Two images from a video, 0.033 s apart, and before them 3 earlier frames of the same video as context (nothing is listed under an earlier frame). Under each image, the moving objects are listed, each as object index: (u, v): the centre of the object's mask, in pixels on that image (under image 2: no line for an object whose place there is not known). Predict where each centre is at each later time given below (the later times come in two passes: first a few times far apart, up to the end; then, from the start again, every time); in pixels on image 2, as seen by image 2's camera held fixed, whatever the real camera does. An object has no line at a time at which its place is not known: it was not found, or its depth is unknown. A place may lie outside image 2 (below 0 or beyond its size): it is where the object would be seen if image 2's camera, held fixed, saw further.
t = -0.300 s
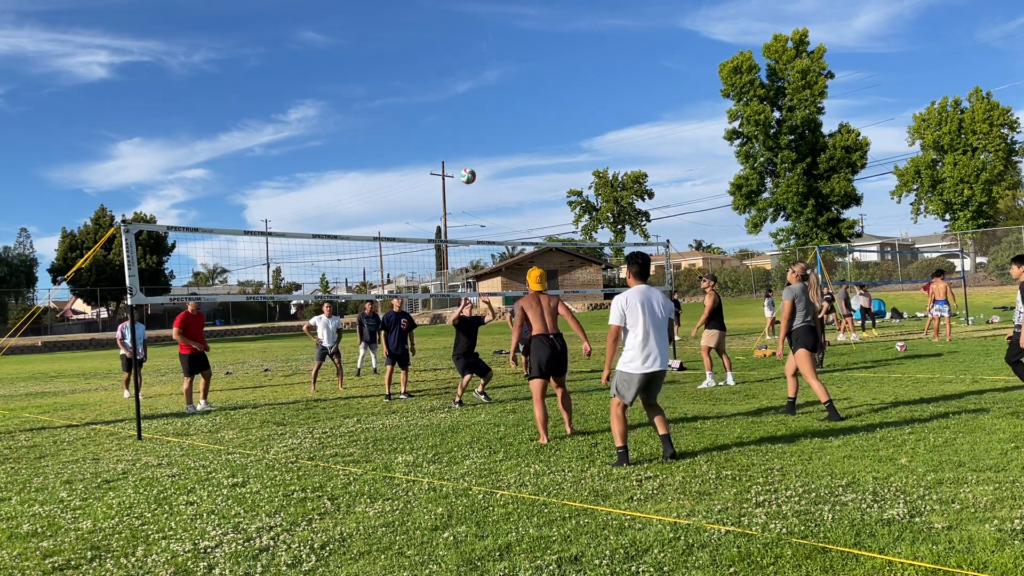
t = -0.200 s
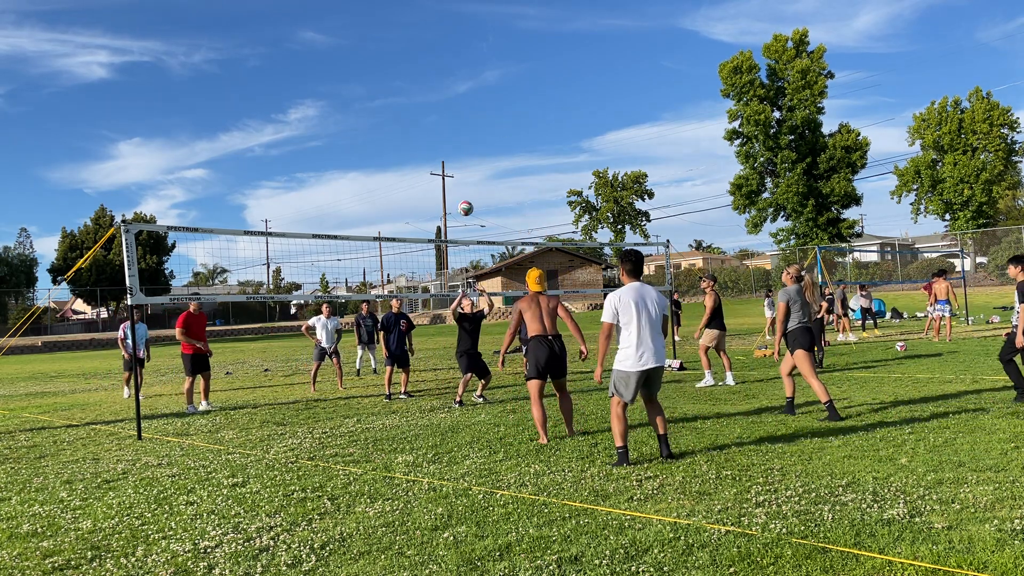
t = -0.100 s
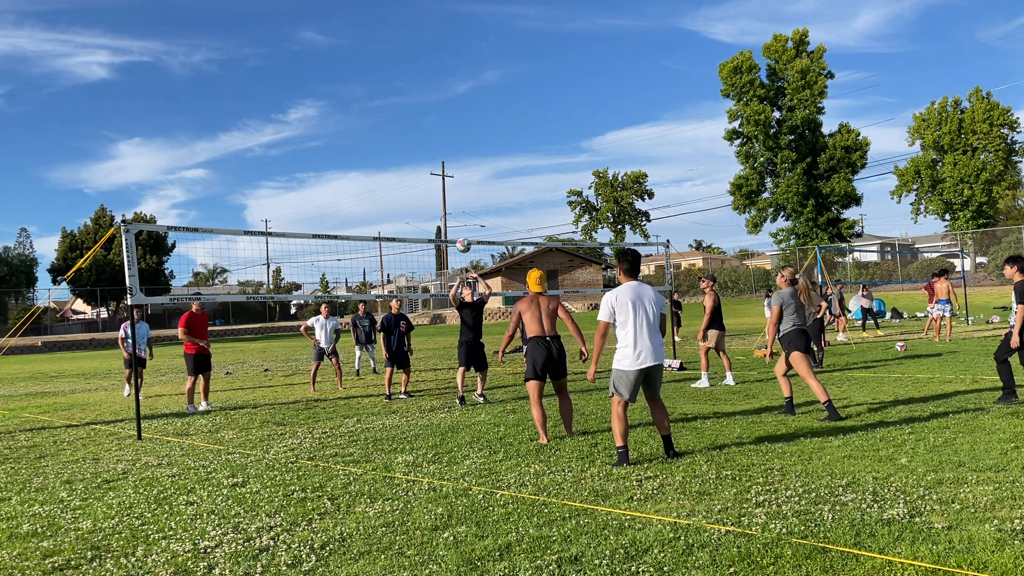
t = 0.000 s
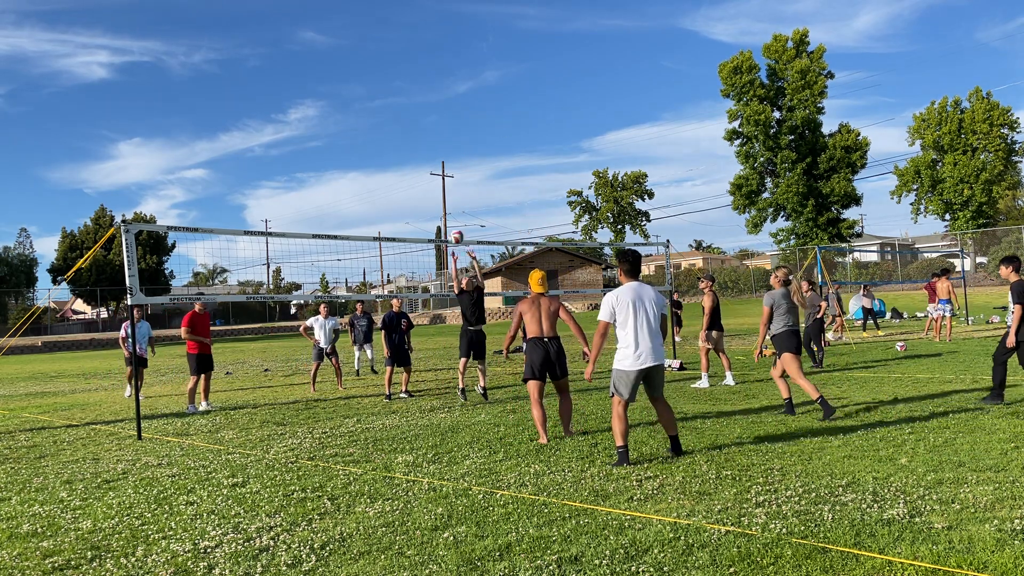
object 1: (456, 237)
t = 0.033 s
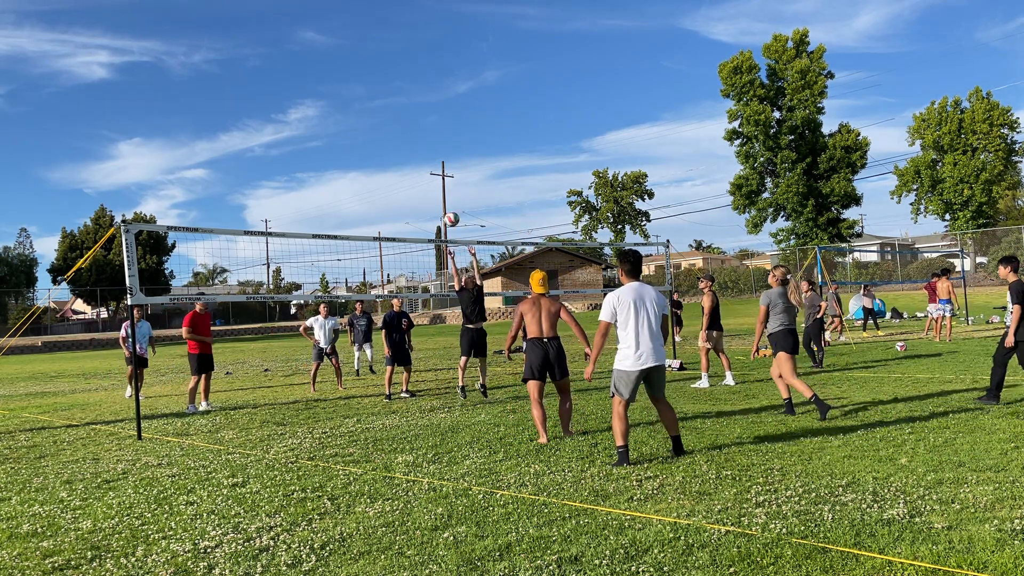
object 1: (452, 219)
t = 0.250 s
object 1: (426, 122)
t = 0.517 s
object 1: (398, 53)
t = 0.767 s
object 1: (375, 33)
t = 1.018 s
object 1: (356, 55)
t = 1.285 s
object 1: (340, 124)
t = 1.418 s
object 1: (332, 175)
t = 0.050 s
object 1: (450, 210)
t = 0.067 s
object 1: (448, 202)
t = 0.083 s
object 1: (446, 193)
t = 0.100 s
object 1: (443, 186)
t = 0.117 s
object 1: (442, 178)
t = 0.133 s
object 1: (440, 170)
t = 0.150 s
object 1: (438, 163)
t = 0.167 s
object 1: (436, 155)
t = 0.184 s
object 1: (434, 148)
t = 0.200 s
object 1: (432, 142)
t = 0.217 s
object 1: (430, 135)
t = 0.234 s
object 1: (428, 129)
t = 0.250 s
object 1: (426, 122)
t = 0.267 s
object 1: (425, 117)
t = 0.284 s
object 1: (423, 111)
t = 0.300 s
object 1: (421, 105)
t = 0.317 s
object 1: (419, 100)
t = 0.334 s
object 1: (417, 95)
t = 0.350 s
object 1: (415, 90)
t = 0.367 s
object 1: (414, 86)
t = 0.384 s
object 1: (412, 81)
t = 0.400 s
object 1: (410, 77)
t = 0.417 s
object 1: (408, 73)
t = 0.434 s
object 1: (406, 69)
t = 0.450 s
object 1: (405, 65)
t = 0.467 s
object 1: (403, 62)
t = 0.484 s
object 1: (401, 59)
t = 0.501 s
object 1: (400, 55)
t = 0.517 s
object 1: (398, 53)
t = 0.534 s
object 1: (396, 50)
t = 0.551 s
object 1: (395, 48)
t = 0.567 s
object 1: (393, 45)
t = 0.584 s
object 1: (392, 43)
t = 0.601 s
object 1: (390, 41)
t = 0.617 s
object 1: (389, 39)
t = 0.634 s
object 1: (387, 38)
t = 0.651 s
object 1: (386, 37)
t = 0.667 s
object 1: (384, 36)
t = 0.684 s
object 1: (383, 34)
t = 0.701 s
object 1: (381, 34)
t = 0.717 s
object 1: (380, 33)
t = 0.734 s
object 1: (378, 33)
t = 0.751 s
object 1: (377, 33)
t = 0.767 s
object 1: (375, 33)
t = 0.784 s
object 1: (374, 33)
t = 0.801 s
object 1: (373, 33)
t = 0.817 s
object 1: (371, 34)
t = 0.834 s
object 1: (370, 34)
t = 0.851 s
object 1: (368, 35)
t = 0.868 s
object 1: (367, 37)
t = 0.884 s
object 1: (366, 38)
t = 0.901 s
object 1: (365, 39)
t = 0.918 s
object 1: (363, 41)
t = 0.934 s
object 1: (362, 43)
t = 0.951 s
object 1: (361, 45)
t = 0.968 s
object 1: (360, 47)
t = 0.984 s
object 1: (358, 49)
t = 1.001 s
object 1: (357, 52)
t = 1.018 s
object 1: (356, 55)
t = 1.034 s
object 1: (355, 58)
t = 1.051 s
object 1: (354, 61)
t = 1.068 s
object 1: (353, 64)
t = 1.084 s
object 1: (351, 68)
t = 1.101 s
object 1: (350, 72)
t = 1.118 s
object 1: (349, 75)
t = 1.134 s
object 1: (348, 80)
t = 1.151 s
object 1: (347, 84)
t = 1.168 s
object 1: (346, 88)
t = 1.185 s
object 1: (345, 93)
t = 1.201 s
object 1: (344, 97)
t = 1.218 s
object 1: (343, 102)
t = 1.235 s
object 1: (342, 107)
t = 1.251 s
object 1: (341, 113)
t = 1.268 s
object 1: (340, 118)
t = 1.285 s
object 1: (340, 124)
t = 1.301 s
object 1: (338, 130)
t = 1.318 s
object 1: (337, 136)
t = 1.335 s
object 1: (337, 142)
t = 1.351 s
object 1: (336, 149)
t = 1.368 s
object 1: (335, 155)
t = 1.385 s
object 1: (334, 162)
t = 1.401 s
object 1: (333, 168)
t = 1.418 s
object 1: (332, 175)
